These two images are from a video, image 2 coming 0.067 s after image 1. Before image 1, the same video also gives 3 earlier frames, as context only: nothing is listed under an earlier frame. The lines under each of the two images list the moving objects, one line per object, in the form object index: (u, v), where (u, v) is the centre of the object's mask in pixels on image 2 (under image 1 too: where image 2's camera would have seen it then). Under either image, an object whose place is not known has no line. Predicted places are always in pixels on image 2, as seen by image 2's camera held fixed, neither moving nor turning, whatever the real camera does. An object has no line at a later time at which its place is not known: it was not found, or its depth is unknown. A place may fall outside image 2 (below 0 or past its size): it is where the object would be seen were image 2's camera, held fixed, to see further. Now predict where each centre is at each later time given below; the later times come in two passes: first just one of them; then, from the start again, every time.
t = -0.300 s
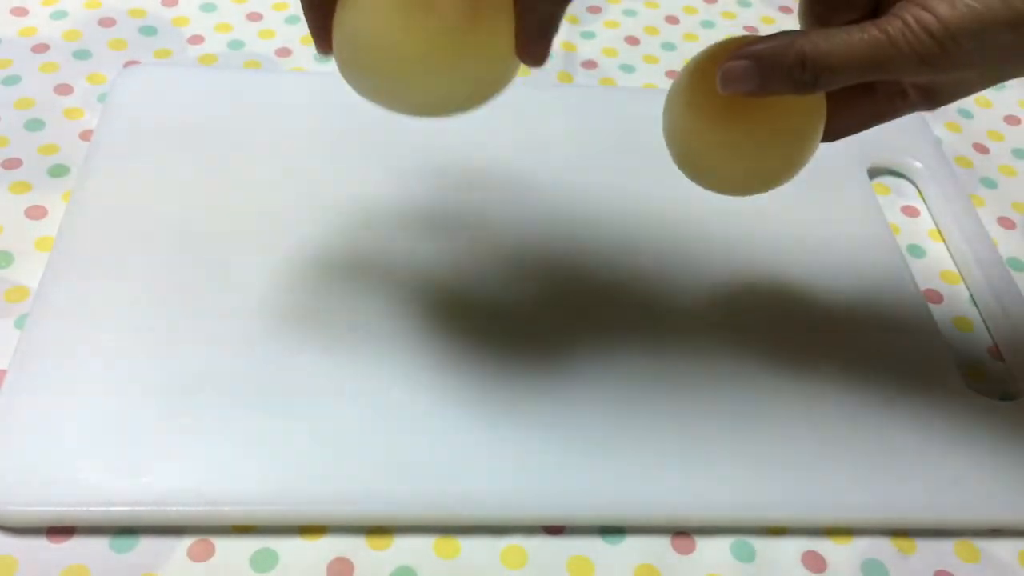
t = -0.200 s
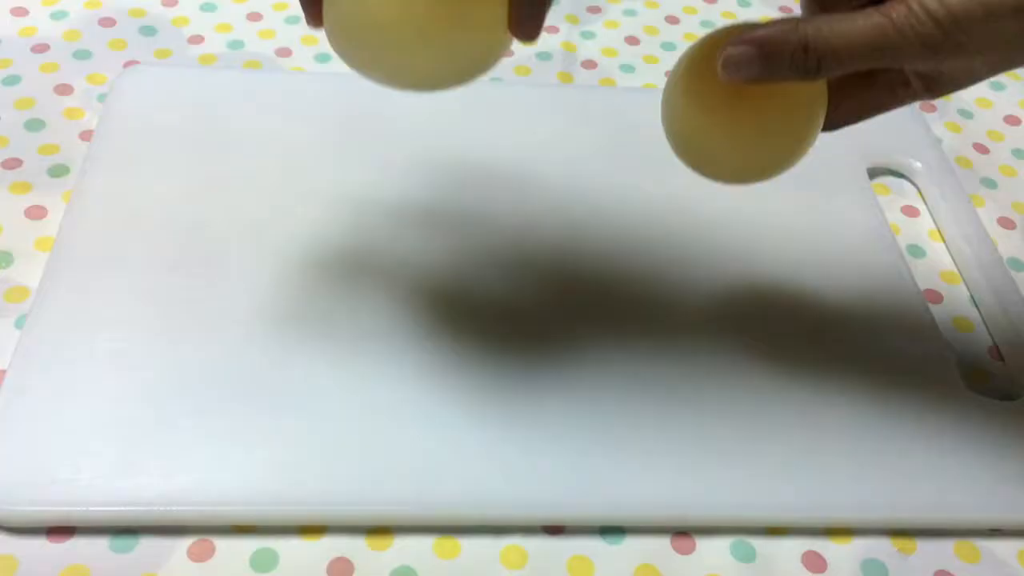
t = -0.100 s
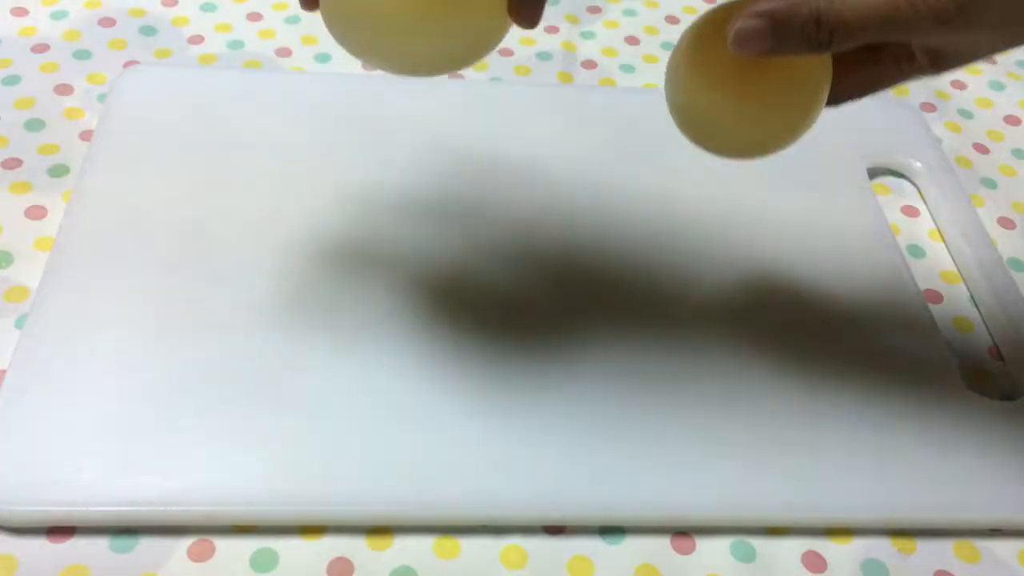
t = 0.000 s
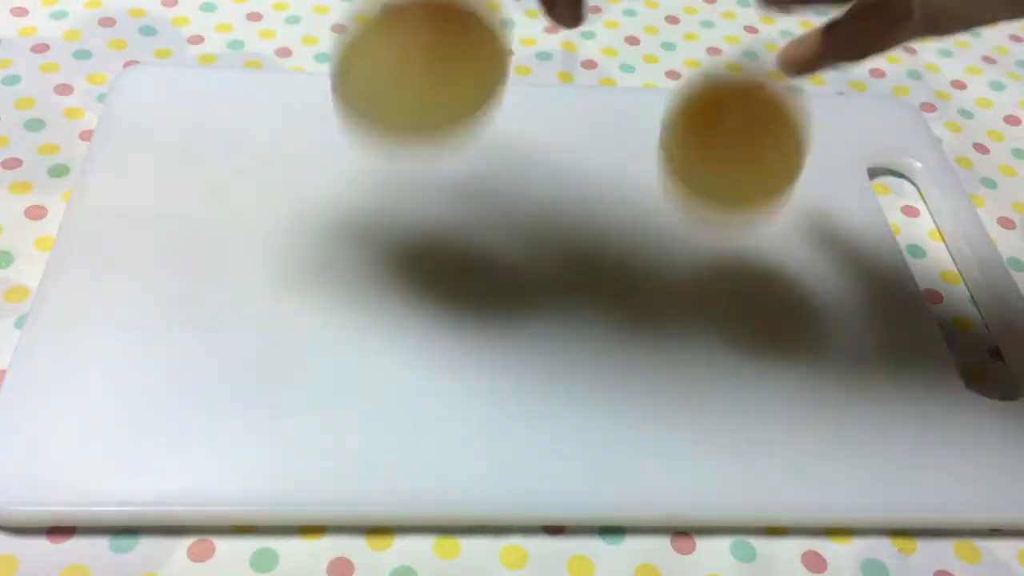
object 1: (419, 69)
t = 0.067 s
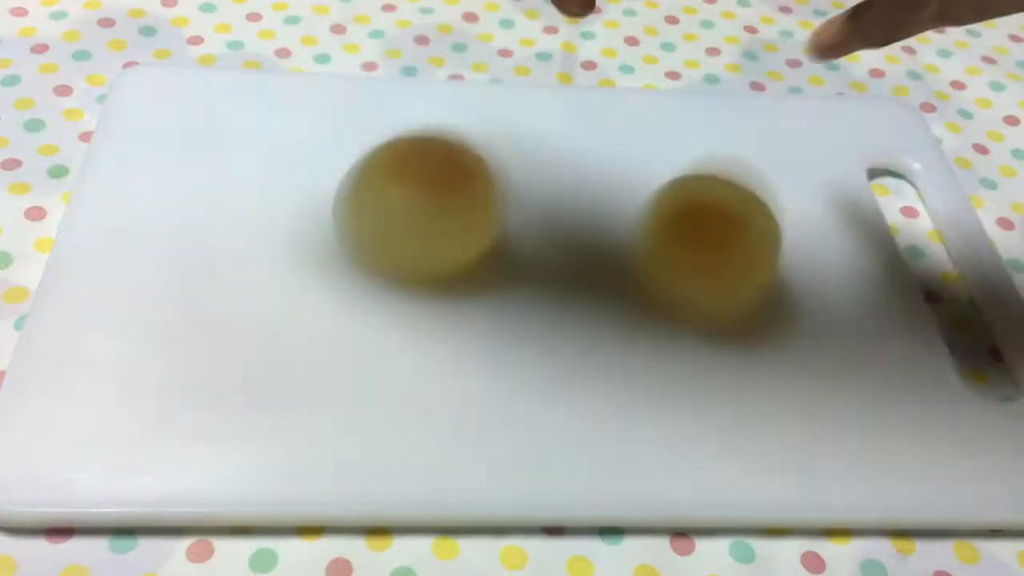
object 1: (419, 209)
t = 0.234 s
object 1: (644, 184)
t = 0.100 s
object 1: (467, 164)
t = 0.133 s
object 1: (515, 135)
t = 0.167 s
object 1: (565, 128)
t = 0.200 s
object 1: (613, 149)
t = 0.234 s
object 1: (644, 184)
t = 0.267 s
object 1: (653, 235)
